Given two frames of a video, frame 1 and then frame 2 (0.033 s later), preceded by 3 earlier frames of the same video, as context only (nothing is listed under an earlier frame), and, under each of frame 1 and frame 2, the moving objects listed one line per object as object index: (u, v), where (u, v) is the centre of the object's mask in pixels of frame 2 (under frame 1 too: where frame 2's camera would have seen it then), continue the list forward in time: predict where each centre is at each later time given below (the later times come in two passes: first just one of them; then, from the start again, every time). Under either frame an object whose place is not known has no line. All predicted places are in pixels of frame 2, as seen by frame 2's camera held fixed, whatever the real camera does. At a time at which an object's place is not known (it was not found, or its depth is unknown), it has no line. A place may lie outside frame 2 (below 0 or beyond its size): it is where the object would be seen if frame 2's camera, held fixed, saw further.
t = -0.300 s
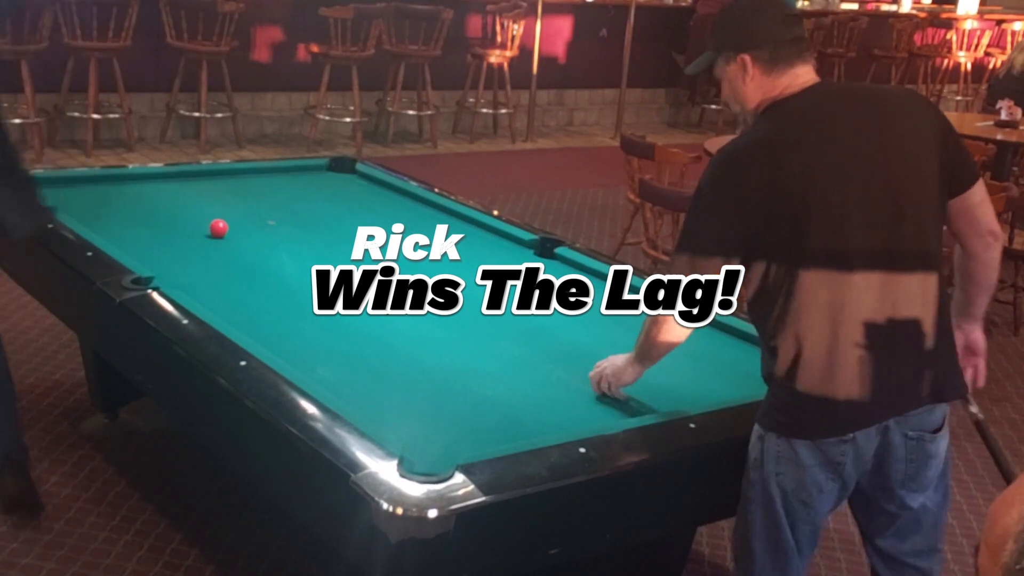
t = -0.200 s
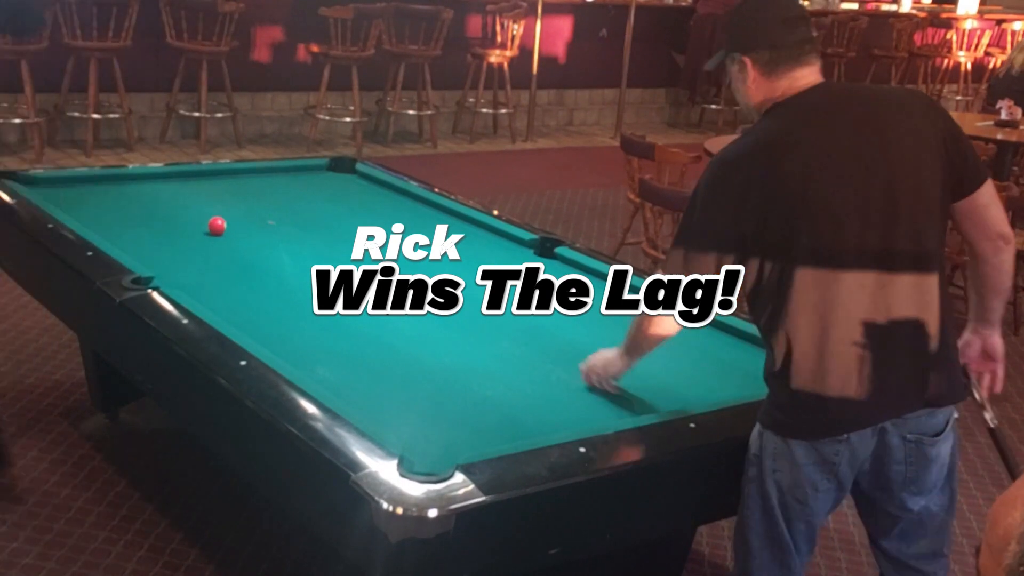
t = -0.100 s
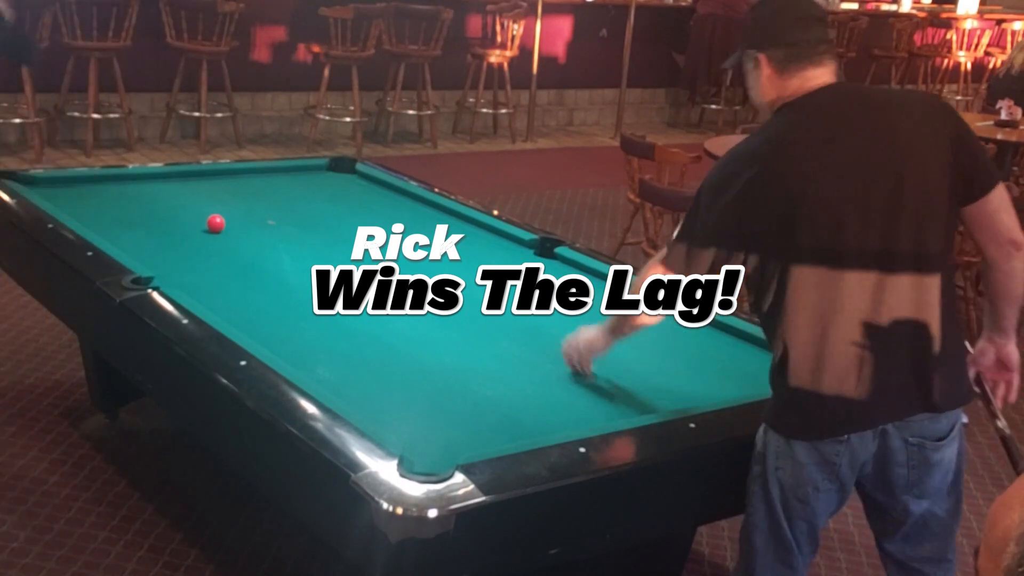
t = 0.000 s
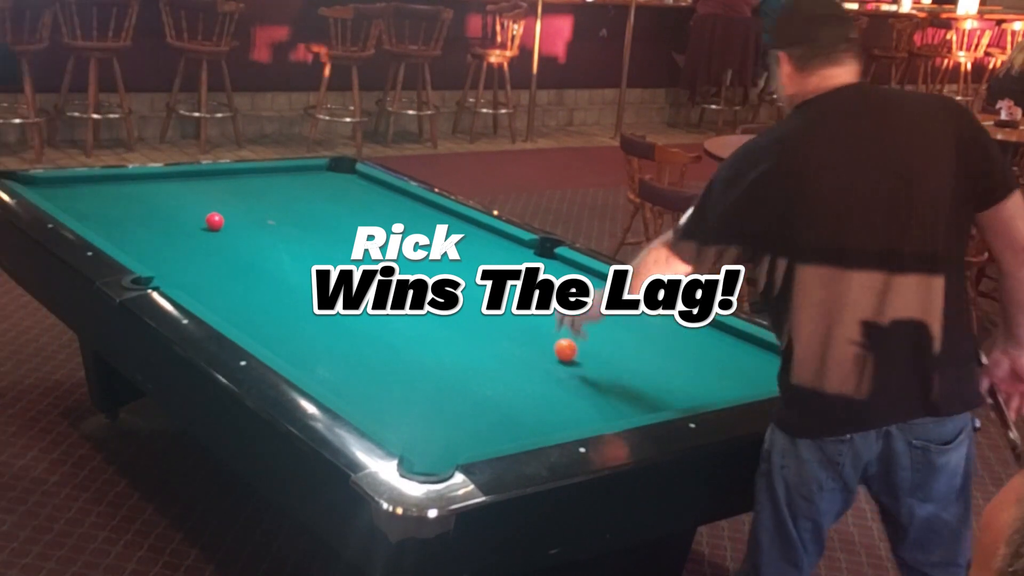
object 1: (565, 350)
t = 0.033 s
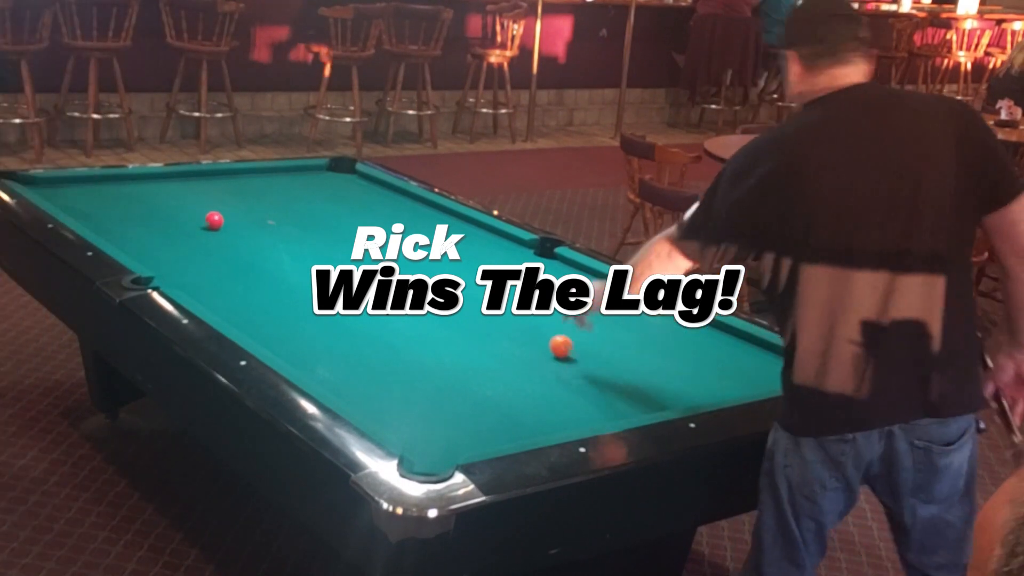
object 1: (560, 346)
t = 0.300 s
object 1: (527, 324)
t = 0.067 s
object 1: (556, 343)
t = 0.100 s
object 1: (552, 340)
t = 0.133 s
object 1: (548, 336)
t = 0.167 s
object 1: (543, 334)
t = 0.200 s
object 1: (539, 331)
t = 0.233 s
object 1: (535, 328)
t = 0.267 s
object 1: (531, 325)
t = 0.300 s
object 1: (527, 324)
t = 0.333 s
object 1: (523, 319)
